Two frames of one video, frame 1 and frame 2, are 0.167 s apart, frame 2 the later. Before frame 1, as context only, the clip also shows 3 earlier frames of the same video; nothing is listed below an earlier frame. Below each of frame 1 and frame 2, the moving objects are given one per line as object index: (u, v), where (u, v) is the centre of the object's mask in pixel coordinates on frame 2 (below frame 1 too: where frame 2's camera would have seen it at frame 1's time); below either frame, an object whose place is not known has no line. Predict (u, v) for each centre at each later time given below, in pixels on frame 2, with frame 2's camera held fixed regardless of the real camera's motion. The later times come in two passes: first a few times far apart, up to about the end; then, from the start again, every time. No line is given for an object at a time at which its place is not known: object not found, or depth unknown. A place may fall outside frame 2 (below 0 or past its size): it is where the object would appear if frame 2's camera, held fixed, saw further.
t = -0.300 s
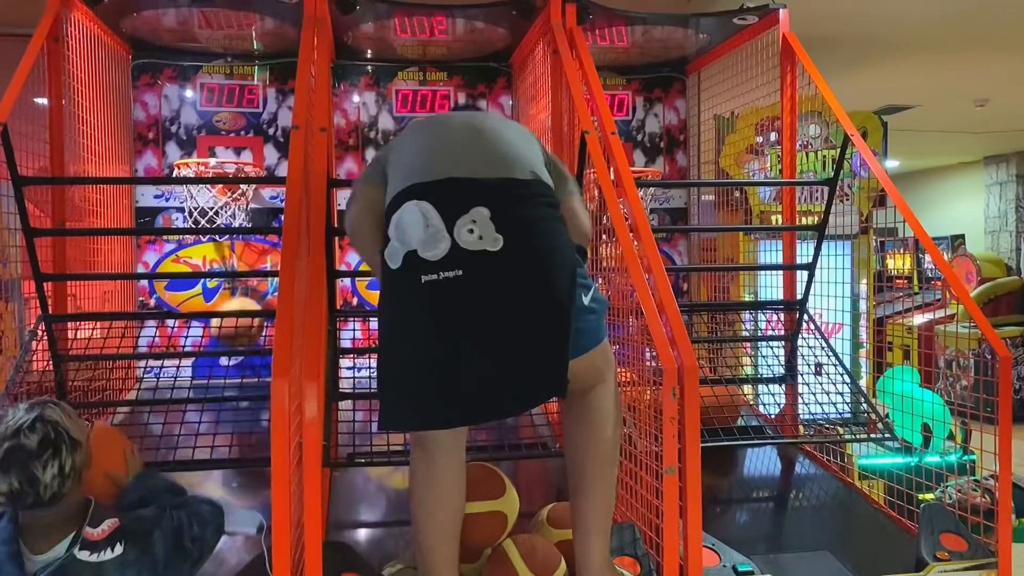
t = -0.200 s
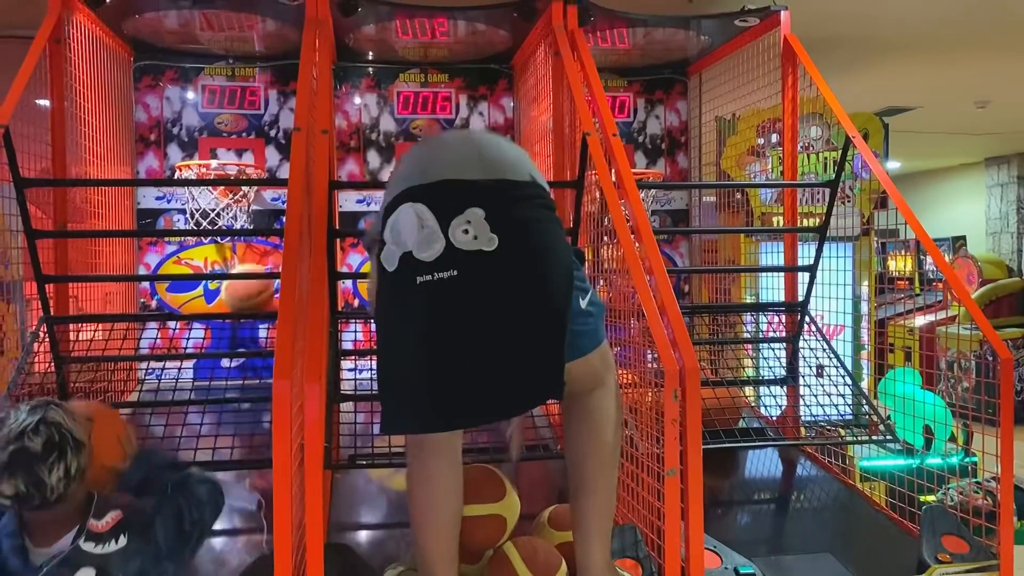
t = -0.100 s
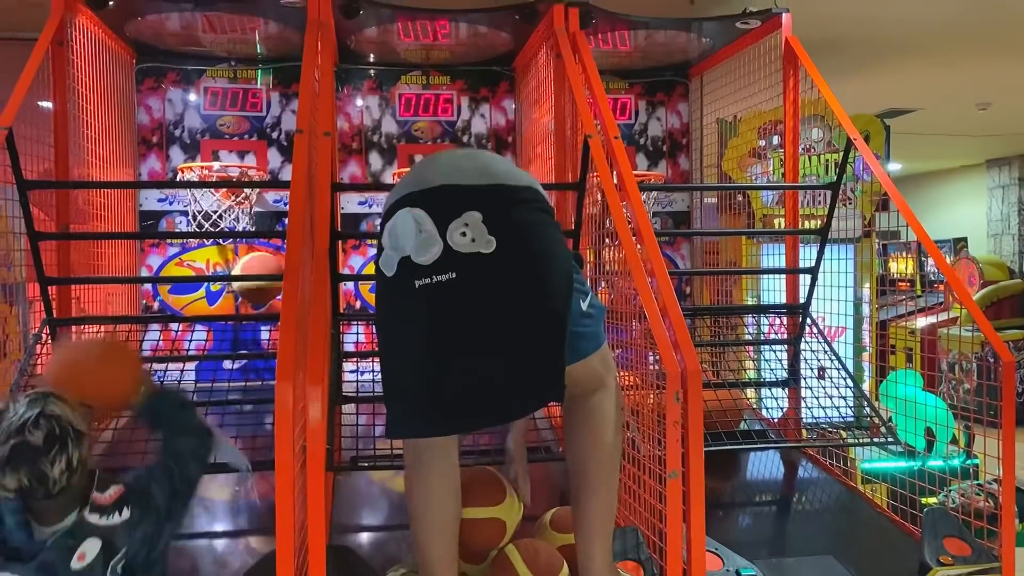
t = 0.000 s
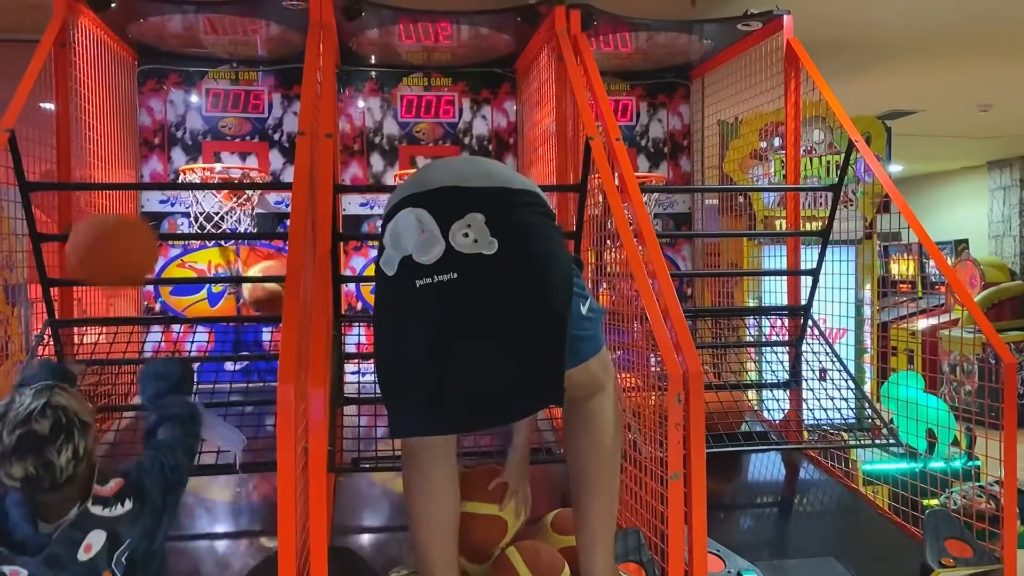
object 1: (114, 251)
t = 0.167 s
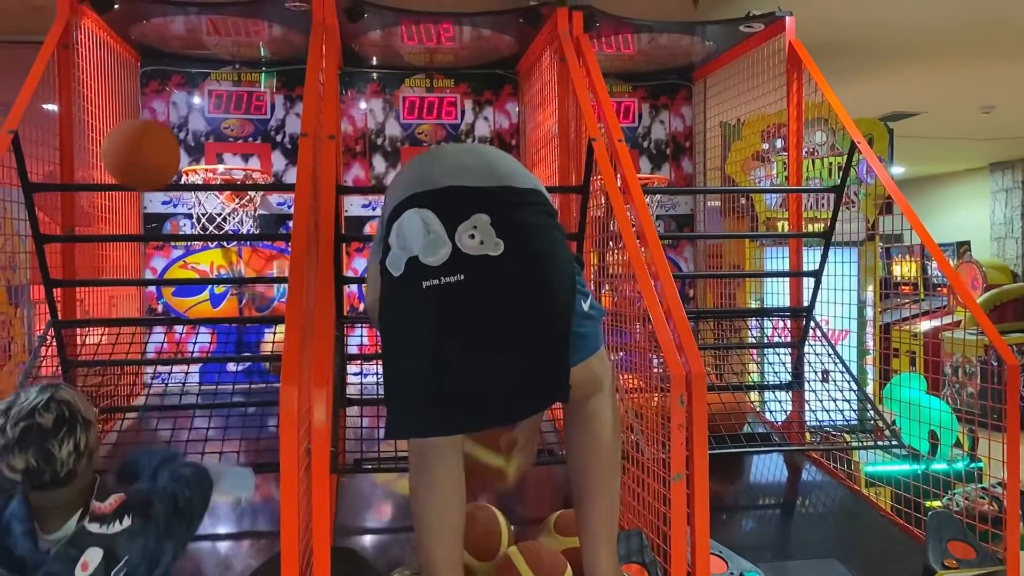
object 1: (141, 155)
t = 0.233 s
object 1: (150, 147)
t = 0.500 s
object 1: (178, 234)
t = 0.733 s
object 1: (195, 381)
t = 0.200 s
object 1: (145, 148)
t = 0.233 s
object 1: (150, 147)
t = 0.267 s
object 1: (153, 148)
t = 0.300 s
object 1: (157, 152)
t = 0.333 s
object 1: (161, 156)
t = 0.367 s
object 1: (165, 167)
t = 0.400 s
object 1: (168, 181)
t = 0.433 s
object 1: (171, 200)
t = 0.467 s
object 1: (173, 214)
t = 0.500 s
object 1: (178, 234)
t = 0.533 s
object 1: (181, 260)
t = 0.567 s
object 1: (183, 278)
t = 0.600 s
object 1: (186, 302)
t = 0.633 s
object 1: (190, 340)
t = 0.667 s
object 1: (191, 364)
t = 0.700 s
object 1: (193, 385)
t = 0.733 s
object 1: (195, 381)
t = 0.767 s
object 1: (192, 354)
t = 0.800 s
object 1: (190, 341)
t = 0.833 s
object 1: (190, 325)
